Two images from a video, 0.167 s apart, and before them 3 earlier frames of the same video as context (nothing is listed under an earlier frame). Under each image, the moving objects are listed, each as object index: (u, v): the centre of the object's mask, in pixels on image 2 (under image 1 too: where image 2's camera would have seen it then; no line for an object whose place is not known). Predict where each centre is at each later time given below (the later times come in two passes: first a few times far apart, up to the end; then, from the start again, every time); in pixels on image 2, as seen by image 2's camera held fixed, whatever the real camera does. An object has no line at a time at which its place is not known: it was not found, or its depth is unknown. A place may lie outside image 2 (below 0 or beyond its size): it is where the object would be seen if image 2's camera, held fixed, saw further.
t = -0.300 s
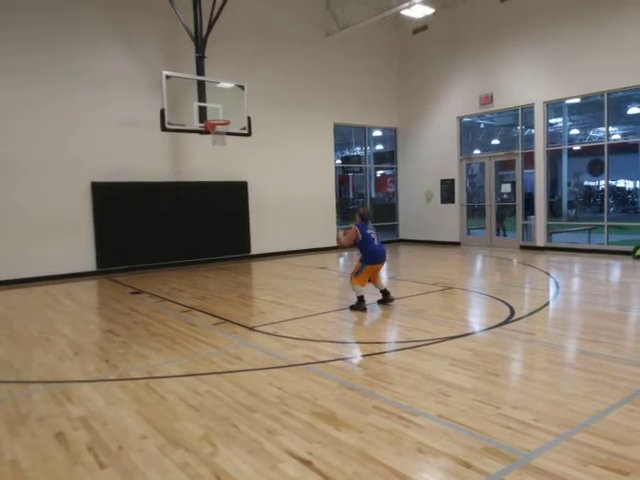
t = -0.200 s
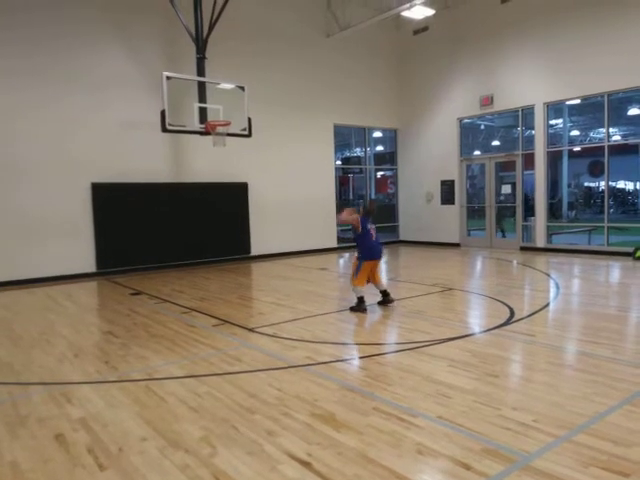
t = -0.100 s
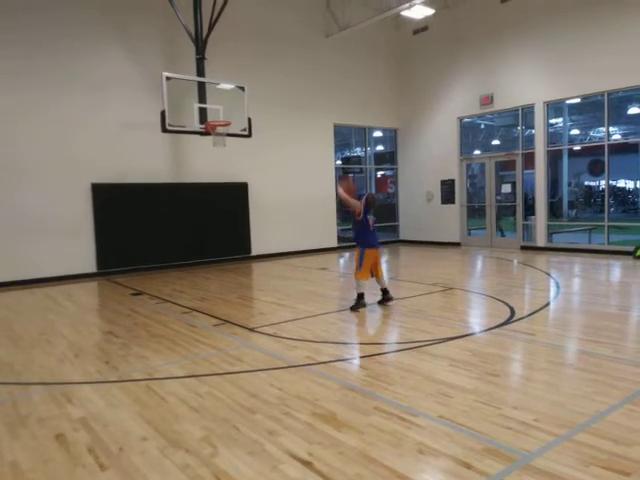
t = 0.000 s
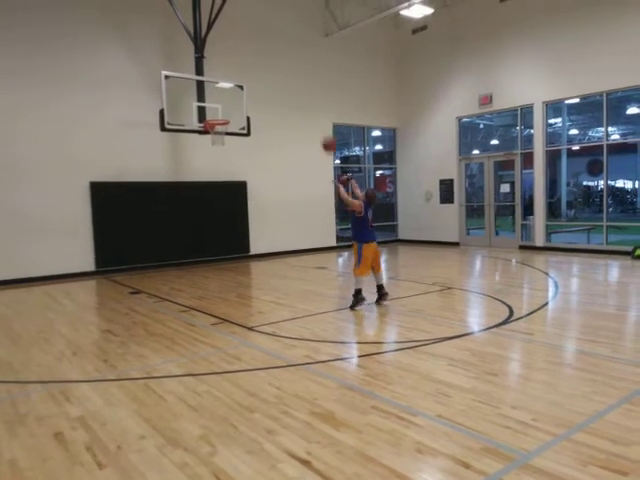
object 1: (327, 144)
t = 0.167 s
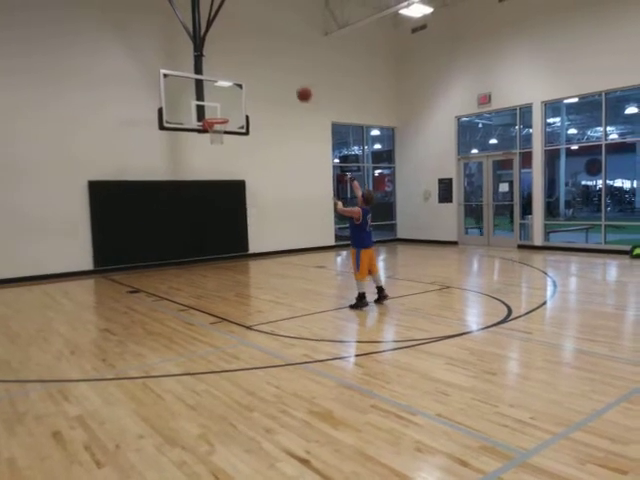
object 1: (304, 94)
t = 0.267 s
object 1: (291, 75)
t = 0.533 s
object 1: (263, 61)
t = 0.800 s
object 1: (240, 85)
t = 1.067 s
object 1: (235, 117)
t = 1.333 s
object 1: (266, 125)
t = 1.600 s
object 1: (299, 162)
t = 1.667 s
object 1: (307, 176)
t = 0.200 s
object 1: (299, 87)
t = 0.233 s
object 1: (295, 81)
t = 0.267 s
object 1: (291, 75)
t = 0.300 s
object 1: (288, 71)
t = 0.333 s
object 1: (284, 67)
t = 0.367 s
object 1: (280, 64)
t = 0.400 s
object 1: (276, 62)
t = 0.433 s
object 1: (272, 61)
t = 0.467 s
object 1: (269, 60)
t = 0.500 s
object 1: (266, 60)
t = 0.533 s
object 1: (263, 61)
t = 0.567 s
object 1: (260, 62)
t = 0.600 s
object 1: (256, 63)
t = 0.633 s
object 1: (252, 65)
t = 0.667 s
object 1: (250, 68)
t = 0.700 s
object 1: (247, 72)
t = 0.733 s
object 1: (246, 76)
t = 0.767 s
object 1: (243, 80)
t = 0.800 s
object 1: (240, 85)
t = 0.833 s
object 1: (237, 90)
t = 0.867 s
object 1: (235, 95)
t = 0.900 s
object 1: (233, 102)
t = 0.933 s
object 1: (231, 108)
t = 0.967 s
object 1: (229, 115)
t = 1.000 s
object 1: (230, 116)
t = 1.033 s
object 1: (233, 117)
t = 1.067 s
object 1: (235, 117)
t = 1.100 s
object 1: (238, 118)
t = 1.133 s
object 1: (240, 119)
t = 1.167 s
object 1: (245, 119)
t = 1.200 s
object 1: (249, 119)
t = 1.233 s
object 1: (253, 119)
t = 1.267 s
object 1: (257, 121)
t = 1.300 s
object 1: (261, 123)
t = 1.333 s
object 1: (266, 125)
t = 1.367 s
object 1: (269, 128)
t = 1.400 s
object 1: (274, 131)
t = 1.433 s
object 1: (278, 135)
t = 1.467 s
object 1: (282, 139)
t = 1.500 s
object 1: (286, 144)
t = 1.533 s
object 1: (290, 149)
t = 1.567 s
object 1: (294, 155)
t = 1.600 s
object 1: (299, 162)
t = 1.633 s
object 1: (303, 169)
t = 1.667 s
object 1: (307, 176)
